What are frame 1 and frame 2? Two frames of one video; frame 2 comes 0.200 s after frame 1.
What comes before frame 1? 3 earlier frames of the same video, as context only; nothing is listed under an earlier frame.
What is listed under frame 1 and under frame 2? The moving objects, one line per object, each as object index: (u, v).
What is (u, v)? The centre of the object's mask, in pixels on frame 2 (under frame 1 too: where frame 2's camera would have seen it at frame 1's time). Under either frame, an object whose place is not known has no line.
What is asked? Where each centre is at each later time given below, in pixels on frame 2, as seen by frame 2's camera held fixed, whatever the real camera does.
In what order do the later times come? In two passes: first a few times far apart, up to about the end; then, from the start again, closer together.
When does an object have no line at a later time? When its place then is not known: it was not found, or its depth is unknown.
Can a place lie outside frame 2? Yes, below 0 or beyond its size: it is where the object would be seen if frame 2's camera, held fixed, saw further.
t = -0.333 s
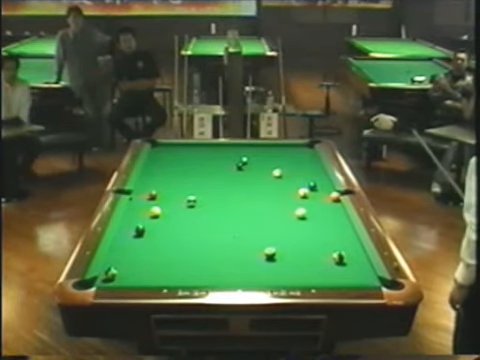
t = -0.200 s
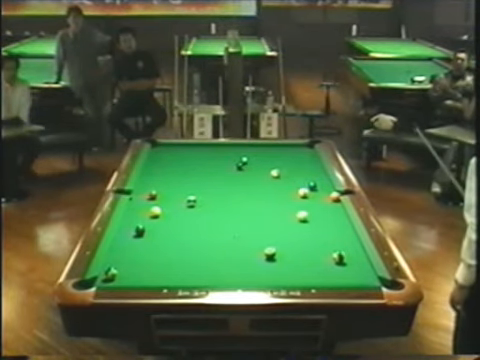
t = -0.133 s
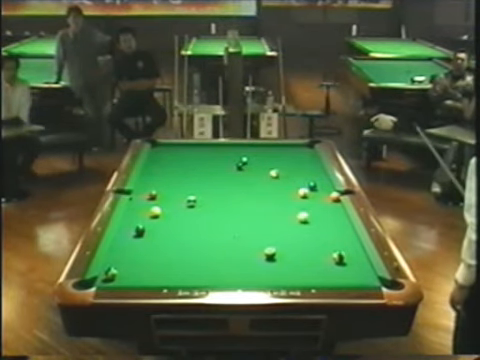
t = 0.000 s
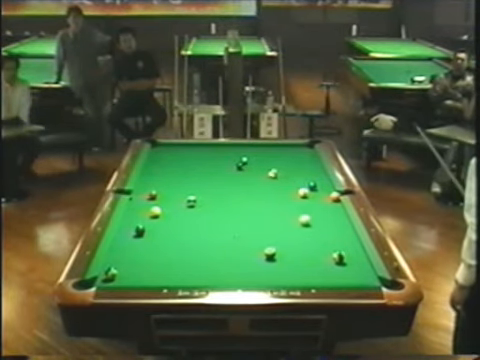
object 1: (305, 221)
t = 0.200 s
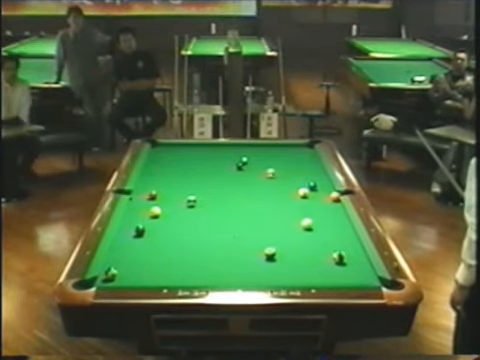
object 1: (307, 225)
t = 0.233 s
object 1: (308, 225)
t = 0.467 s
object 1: (310, 230)
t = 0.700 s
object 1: (313, 234)
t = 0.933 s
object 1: (314, 238)
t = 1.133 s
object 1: (316, 242)
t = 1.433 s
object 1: (319, 246)
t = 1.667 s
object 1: (320, 250)
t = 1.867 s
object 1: (321, 252)
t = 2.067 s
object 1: (322, 255)
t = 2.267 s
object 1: (323, 258)
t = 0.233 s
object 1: (308, 225)
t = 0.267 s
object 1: (308, 226)
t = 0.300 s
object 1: (309, 227)
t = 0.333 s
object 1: (309, 228)
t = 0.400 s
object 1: (309, 229)
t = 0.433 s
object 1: (310, 229)
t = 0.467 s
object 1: (310, 230)
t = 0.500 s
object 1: (311, 230)
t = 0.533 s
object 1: (311, 231)
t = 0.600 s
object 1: (312, 232)
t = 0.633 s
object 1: (312, 233)
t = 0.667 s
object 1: (312, 234)
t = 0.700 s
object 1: (313, 234)
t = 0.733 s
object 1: (313, 235)
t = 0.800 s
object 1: (313, 236)
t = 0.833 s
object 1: (314, 236)
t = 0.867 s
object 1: (314, 237)
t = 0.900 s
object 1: (314, 237)
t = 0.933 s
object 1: (314, 238)
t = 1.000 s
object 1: (315, 239)
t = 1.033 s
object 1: (315, 240)
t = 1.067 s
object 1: (316, 241)
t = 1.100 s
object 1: (316, 241)
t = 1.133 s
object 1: (316, 242)
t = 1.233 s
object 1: (317, 243)
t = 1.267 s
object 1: (317, 244)
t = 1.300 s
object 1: (317, 244)
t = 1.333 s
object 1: (318, 245)
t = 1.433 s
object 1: (319, 246)
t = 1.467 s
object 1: (319, 247)
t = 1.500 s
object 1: (319, 247)
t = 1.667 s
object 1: (320, 250)
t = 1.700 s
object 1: (320, 250)
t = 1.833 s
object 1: (321, 252)
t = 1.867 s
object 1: (321, 252)
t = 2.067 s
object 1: (322, 255)
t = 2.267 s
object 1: (323, 258)
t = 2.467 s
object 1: (324, 260)
